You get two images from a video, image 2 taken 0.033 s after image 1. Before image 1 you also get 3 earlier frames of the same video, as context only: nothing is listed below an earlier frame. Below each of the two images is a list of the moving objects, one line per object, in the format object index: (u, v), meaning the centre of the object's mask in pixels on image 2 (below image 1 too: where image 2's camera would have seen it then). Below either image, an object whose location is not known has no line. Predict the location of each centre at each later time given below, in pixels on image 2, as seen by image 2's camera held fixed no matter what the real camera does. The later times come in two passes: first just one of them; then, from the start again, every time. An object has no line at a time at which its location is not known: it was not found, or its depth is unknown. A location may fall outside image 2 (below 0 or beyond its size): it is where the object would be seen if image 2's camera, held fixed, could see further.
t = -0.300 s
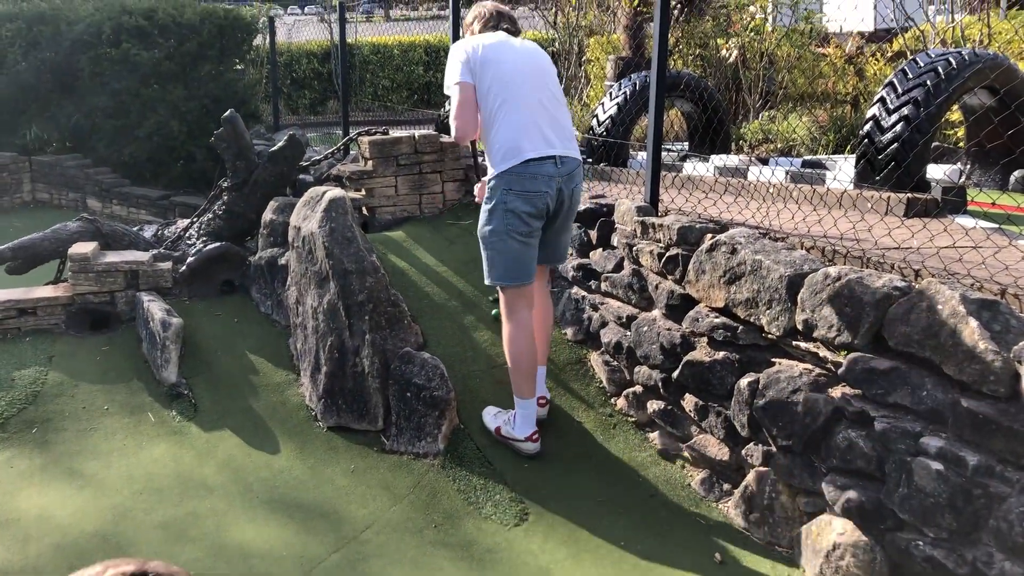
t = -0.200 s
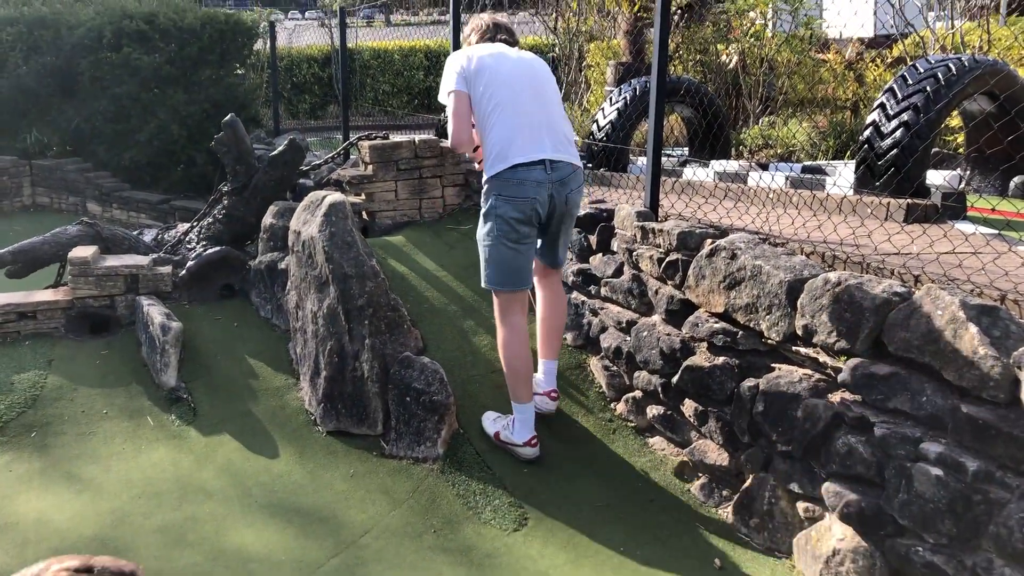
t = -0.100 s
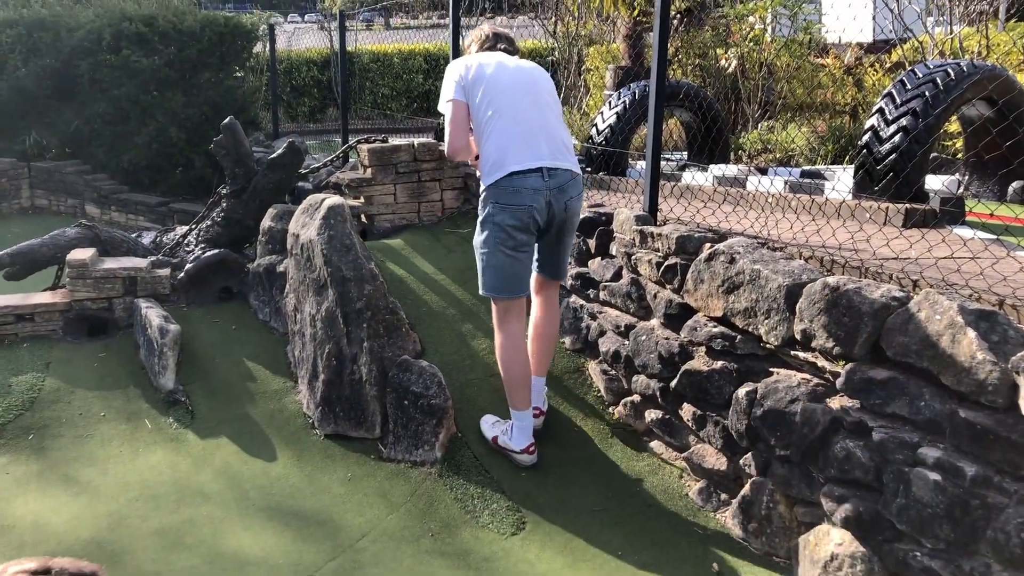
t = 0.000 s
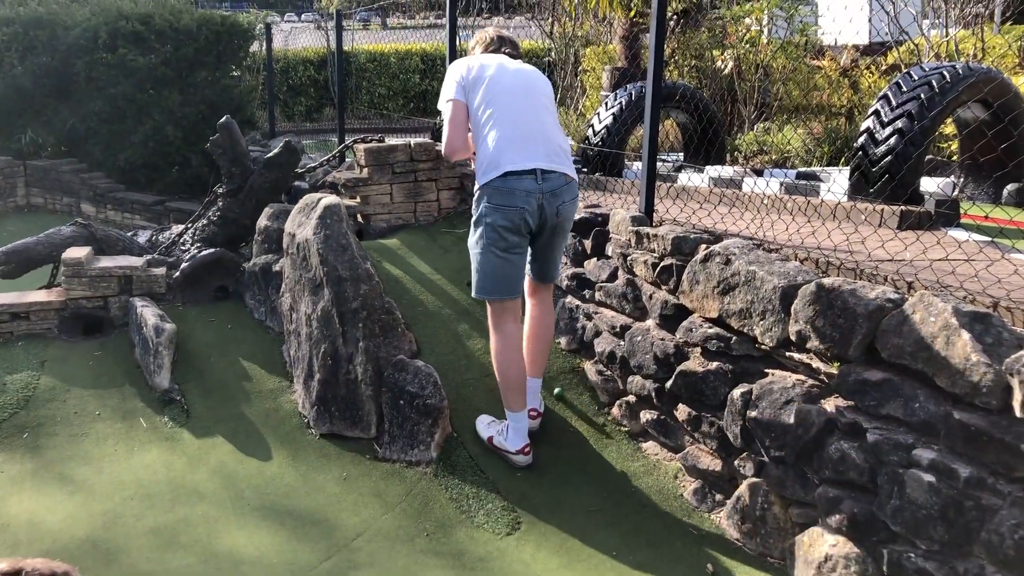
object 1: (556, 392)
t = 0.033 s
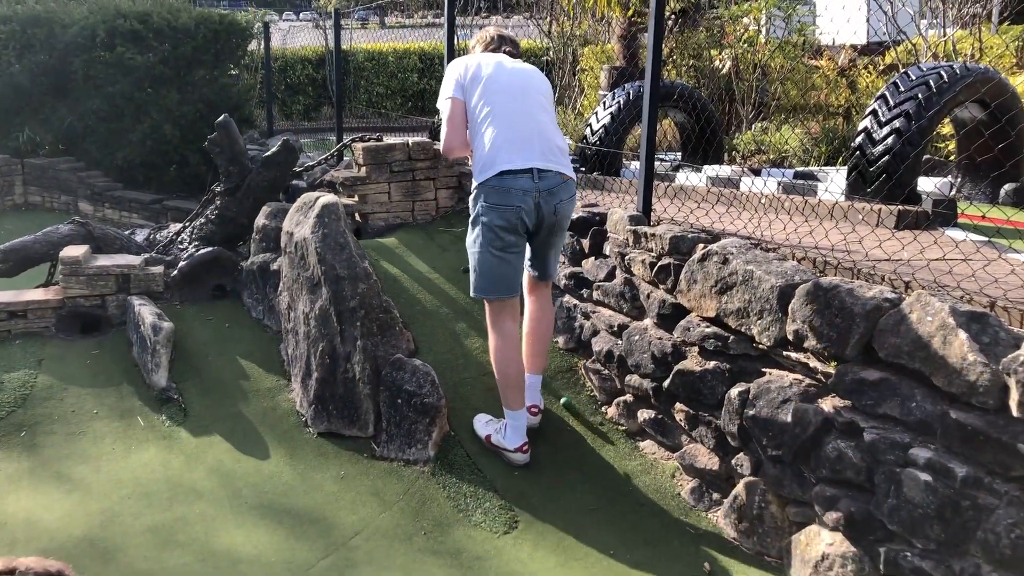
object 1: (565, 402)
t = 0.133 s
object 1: (593, 438)
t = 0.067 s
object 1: (574, 414)
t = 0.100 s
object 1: (583, 425)
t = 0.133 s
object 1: (593, 438)
